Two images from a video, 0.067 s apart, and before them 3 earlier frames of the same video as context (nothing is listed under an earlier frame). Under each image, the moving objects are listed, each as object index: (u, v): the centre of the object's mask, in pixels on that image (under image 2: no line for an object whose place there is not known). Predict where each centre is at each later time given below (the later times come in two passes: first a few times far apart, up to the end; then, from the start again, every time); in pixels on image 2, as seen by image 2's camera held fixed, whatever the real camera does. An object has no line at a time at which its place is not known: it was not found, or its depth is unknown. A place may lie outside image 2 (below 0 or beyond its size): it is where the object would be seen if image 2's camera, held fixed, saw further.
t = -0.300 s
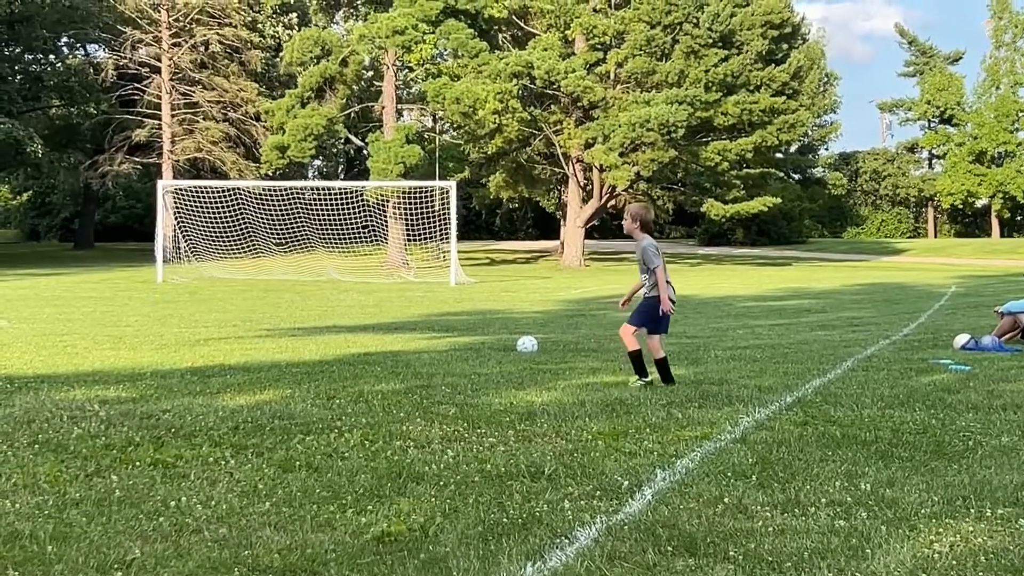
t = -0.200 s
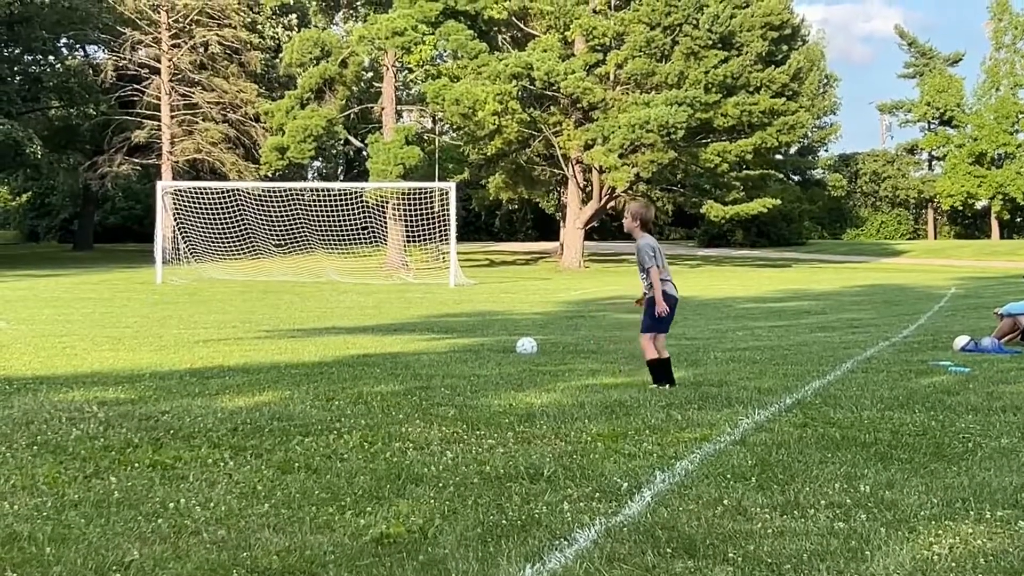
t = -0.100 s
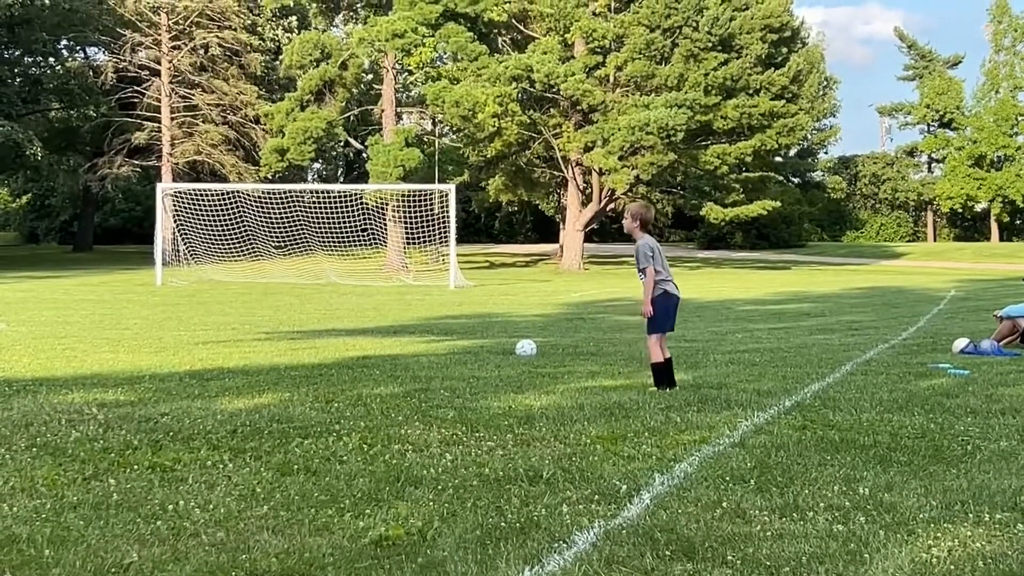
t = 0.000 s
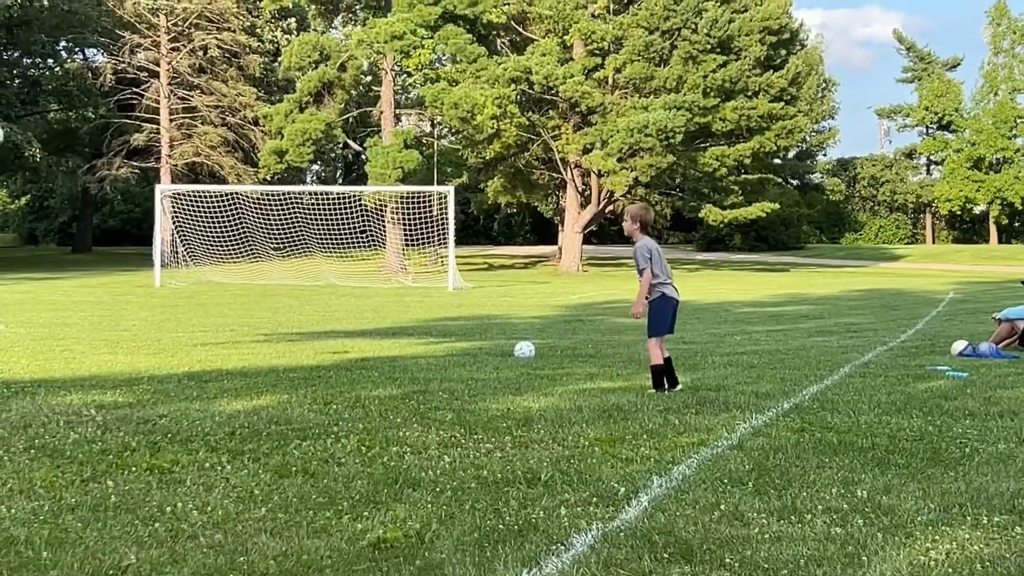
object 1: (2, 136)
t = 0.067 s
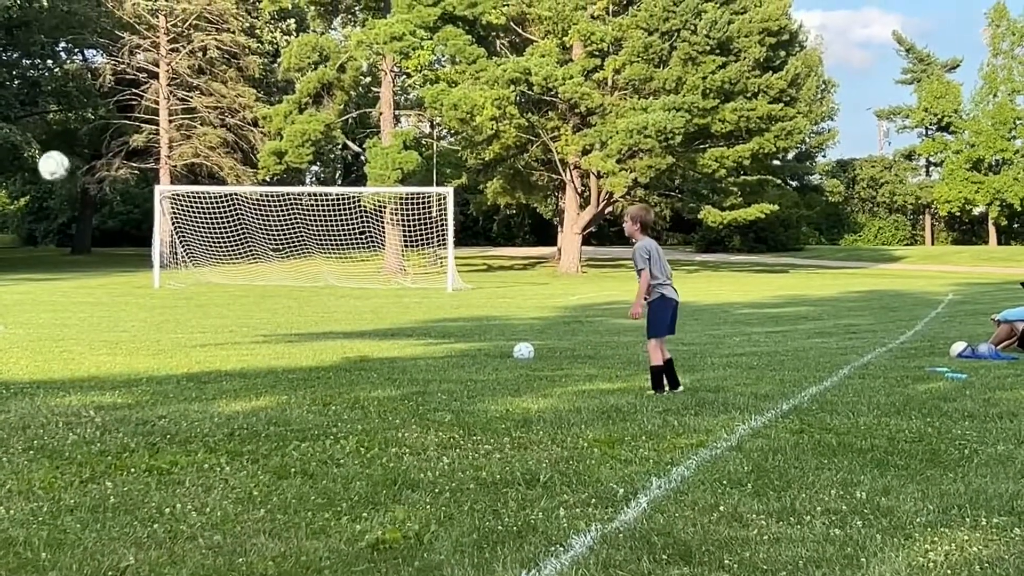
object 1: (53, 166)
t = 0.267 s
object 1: (249, 290)
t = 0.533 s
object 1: (428, 312)
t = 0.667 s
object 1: (489, 267)
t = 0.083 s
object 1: (70, 174)
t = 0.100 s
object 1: (87, 183)
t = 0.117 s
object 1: (104, 192)
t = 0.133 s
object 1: (120, 201)
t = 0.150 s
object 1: (137, 212)
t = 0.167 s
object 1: (150, 223)
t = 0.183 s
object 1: (169, 233)
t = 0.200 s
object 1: (185, 242)
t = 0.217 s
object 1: (202, 254)
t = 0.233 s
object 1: (219, 266)
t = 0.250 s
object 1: (233, 278)
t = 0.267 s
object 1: (249, 290)
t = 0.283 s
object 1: (265, 302)
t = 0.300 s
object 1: (281, 315)
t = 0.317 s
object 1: (297, 328)
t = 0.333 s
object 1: (312, 342)
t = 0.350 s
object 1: (328, 355)
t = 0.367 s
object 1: (344, 369)
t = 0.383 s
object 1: (358, 382)
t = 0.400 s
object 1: (369, 378)
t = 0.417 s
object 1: (376, 371)
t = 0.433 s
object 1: (384, 360)
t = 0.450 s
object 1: (390, 351)
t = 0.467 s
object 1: (398, 343)
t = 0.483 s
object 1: (406, 334)
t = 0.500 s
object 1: (414, 326)
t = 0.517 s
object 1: (421, 318)
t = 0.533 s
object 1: (428, 312)
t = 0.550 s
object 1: (436, 305)
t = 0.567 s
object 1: (443, 299)
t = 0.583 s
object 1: (451, 294)
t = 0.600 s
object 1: (458, 287)
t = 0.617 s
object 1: (467, 281)
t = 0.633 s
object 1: (474, 276)
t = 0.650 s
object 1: (481, 272)
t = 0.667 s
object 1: (489, 267)
